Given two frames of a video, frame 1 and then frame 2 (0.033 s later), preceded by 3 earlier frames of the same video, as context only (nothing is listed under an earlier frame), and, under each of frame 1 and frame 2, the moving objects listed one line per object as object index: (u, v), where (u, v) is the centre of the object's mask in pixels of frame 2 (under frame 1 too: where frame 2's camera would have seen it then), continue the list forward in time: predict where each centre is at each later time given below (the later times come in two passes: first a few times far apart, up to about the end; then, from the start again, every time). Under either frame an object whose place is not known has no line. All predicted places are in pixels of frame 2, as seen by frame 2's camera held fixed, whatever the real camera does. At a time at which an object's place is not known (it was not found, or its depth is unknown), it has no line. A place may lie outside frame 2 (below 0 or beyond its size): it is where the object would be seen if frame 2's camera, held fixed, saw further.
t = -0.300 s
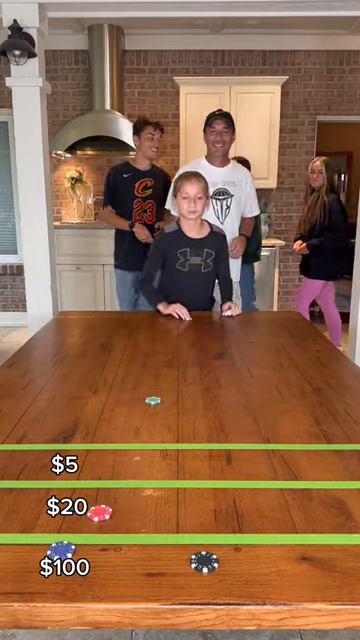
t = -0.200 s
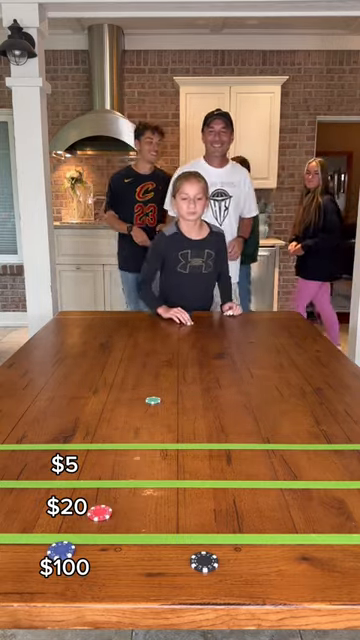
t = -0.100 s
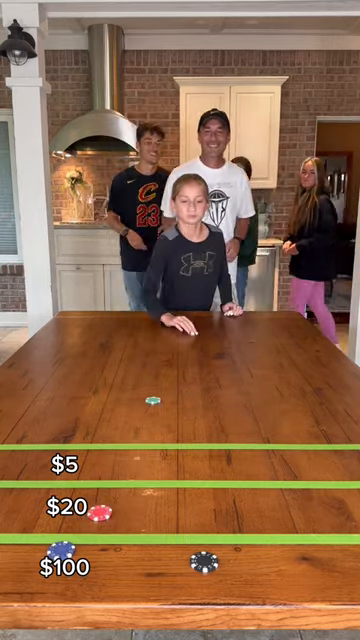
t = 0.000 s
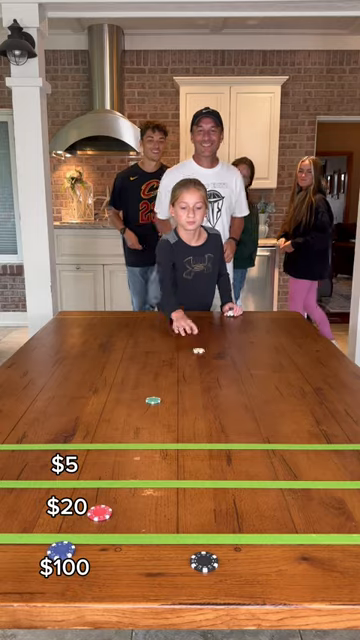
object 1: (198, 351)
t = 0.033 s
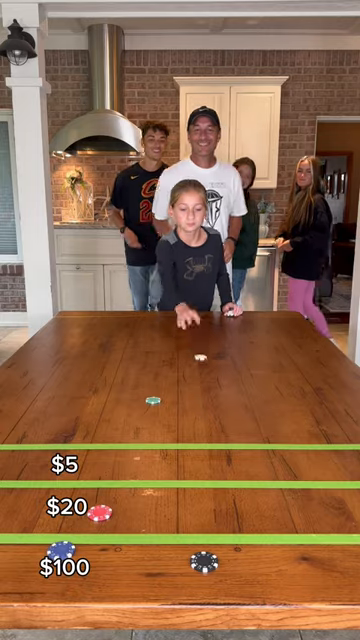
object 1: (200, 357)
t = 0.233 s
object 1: (215, 409)
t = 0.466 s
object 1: (242, 498)
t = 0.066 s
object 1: (202, 365)
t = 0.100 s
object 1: (205, 373)
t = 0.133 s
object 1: (207, 381)
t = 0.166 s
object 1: (209, 390)
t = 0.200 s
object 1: (212, 399)
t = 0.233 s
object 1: (215, 409)
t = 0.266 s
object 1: (219, 421)
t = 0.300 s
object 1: (222, 433)
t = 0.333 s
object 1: (226, 444)
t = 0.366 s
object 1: (230, 457)
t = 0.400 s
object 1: (234, 471)
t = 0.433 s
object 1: (238, 484)
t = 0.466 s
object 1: (242, 498)
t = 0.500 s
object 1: (247, 513)
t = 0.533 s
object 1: (251, 527)
